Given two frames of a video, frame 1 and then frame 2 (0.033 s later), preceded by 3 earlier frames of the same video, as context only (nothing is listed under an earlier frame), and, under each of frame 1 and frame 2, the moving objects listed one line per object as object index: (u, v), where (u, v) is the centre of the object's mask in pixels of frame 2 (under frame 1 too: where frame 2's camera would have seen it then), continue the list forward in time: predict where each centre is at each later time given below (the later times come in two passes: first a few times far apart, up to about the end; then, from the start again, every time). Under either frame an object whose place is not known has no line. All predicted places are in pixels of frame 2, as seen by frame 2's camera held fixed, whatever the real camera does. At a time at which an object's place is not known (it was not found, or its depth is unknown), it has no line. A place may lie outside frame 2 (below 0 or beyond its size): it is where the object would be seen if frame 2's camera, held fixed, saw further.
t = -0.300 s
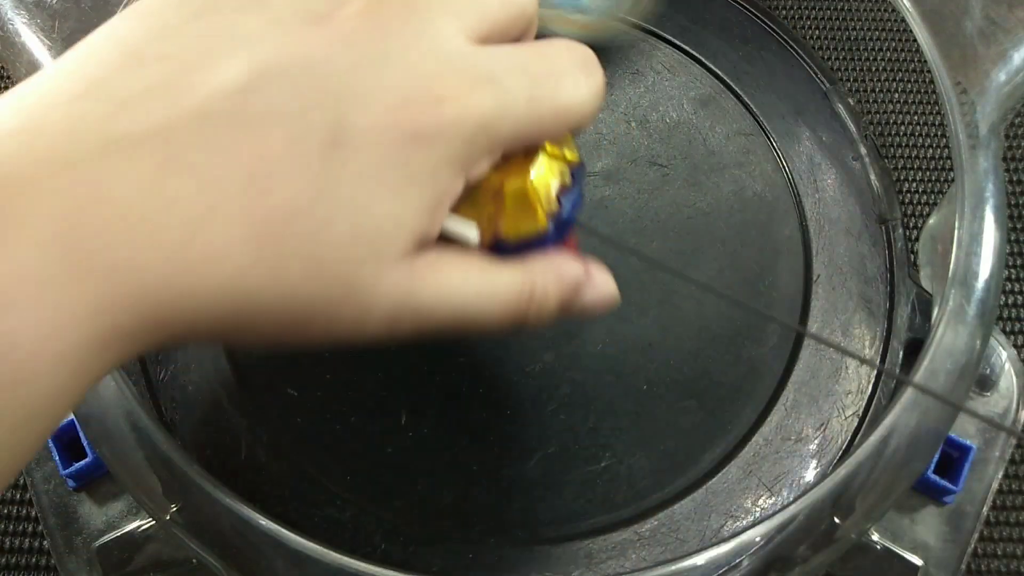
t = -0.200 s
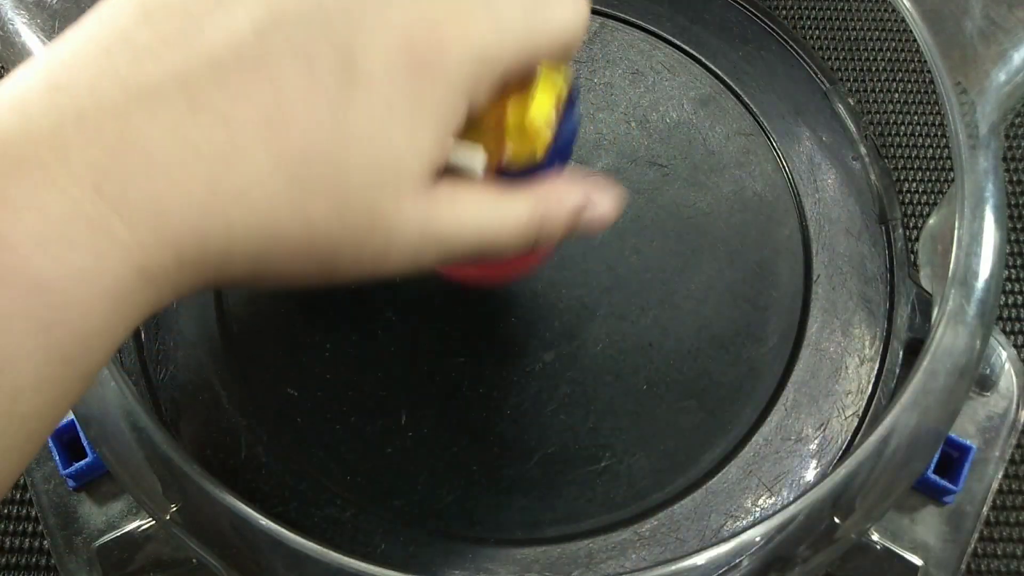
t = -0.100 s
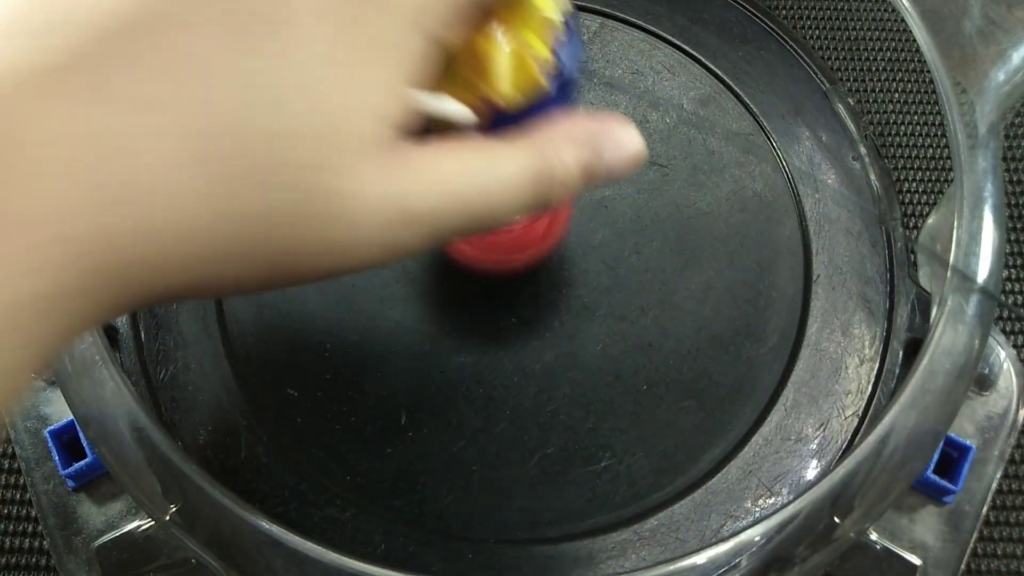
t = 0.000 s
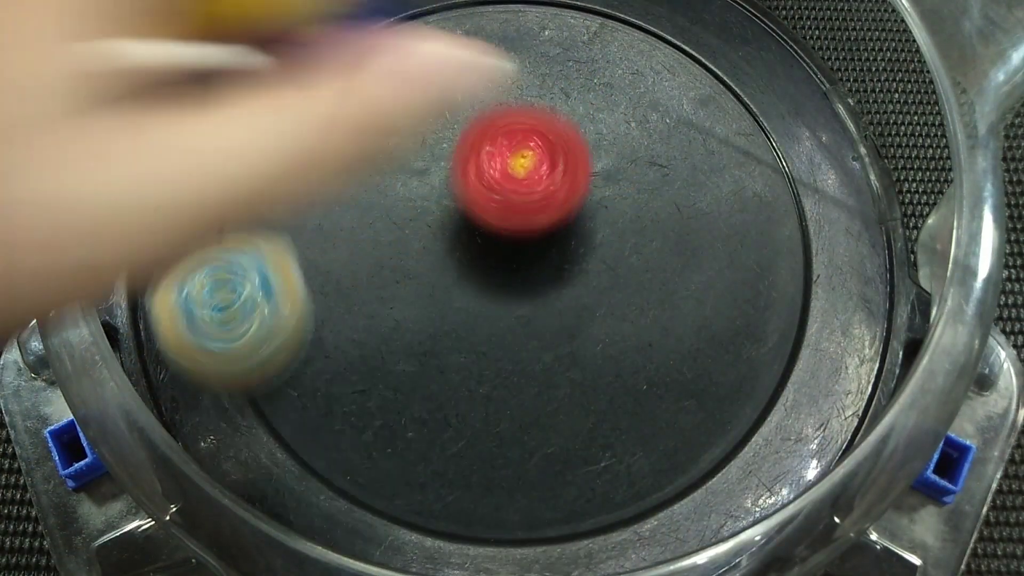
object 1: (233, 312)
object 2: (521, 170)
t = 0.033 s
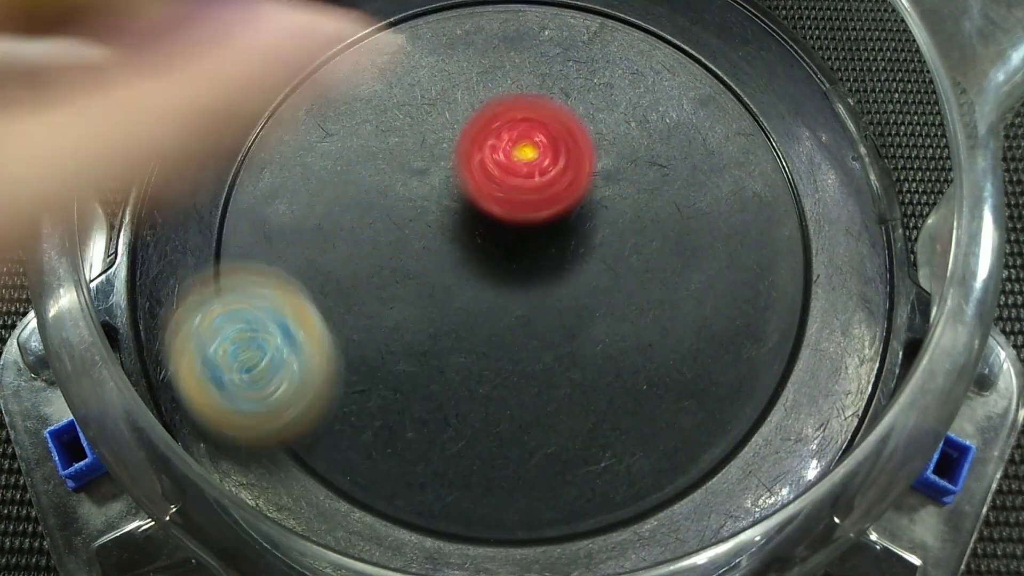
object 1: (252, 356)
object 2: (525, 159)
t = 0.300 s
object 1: (621, 464)
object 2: (525, 177)
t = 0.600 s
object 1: (797, 156)
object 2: (480, 235)
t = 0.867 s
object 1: (386, 21)
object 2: (530, 225)
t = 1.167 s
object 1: (374, 486)
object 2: (510, 216)
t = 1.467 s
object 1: (804, 202)
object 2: (518, 228)
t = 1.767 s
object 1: (544, 74)
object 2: (521, 220)
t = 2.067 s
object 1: (317, 203)
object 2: (505, 227)
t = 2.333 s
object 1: (380, 399)
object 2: (518, 237)
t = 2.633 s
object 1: (620, 315)
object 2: (496, 176)
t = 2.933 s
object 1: (577, 139)
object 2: (440, 200)
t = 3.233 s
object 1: (542, 47)
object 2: (363, 397)
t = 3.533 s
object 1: (508, 161)
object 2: (608, 302)
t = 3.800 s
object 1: (510, 214)
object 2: (744, 189)
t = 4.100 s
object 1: (541, 264)
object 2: (545, 100)
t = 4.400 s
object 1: (543, 306)
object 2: (376, 278)
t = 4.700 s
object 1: (626, 291)
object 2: (302, 317)
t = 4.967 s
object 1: (535, 208)
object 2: (377, 243)
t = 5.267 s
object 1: (706, 177)
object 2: (247, 156)
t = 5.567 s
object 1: (650, 209)
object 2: (481, 215)
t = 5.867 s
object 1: (666, 323)
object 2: (534, 162)
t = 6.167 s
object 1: (571, 336)
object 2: (488, 152)
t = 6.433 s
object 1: (442, 348)
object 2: (521, 176)
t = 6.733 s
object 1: (447, 272)
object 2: (563, 215)
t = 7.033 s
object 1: (408, 202)
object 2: (680, 234)
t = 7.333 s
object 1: (524, 161)
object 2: (577, 292)
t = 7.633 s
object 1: (607, 165)
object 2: (450, 287)
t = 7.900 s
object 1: (590, 249)
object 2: (440, 181)
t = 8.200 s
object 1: (491, 350)
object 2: (556, 168)
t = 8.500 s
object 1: (433, 287)
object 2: (562, 277)
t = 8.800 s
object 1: (356, 179)
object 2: (488, 301)
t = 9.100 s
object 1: (390, 190)
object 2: (524, 210)
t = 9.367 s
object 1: (401, 184)
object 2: (582, 197)
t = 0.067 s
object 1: (285, 403)
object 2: (529, 156)
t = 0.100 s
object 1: (330, 438)
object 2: (533, 150)
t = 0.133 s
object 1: (380, 459)
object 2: (536, 152)
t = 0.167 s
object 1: (430, 472)
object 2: (537, 151)
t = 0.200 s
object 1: (479, 479)
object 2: (537, 156)
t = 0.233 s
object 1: (530, 480)
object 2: (535, 167)
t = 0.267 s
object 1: (576, 474)
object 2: (531, 173)
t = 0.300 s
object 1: (621, 464)
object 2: (525, 177)
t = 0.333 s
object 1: (666, 449)
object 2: (517, 186)
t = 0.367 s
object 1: (707, 430)
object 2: (509, 194)
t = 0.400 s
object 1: (744, 405)
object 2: (501, 201)
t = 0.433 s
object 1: (776, 376)
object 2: (494, 207)
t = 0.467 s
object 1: (797, 341)
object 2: (487, 214)
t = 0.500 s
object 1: (810, 299)
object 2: (483, 221)
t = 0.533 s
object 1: (816, 255)
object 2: (480, 227)
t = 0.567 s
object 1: (813, 205)
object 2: (479, 231)
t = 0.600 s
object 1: (797, 156)
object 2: (480, 235)
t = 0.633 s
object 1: (774, 110)
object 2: (484, 239)
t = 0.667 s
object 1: (741, 68)
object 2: (490, 243)
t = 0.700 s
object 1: (699, 44)
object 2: (497, 245)
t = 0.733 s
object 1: (652, 28)
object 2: (507, 244)
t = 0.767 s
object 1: (589, 17)
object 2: (516, 242)
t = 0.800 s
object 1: (523, 13)
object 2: (524, 237)
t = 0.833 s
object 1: (453, 13)
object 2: (528, 231)
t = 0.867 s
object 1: (386, 21)
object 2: (530, 225)
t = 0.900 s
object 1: (330, 35)
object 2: (531, 221)
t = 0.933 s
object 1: (283, 56)
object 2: (529, 218)
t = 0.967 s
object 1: (242, 99)
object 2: (525, 215)
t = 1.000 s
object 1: (210, 162)
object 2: (521, 213)
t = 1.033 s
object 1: (197, 233)
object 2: (519, 211)
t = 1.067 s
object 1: (204, 313)
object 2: (517, 212)
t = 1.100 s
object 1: (238, 383)
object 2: (515, 214)
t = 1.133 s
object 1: (298, 445)
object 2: (512, 216)
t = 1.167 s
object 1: (374, 486)
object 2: (510, 216)
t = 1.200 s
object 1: (462, 507)
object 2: (510, 217)
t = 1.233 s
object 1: (552, 507)
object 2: (511, 218)
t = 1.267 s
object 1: (630, 490)
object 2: (512, 220)
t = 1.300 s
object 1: (698, 452)
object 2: (513, 223)
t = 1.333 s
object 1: (751, 402)
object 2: (513, 226)
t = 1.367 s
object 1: (785, 349)
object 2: (514, 228)
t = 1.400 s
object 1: (805, 294)
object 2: (516, 229)
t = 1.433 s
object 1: (809, 249)
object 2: (518, 229)
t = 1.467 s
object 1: (804, 202)
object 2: (518, 228)
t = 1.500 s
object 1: (786, 163)
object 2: (518, 227)
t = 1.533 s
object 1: (762, 134)
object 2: (518, 225)
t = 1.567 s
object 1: (732, 112)
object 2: (520, 223)
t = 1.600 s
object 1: (705, 97)
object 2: (522, 222)
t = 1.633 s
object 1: (672, 85)
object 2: (522, 223)
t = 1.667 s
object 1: (640, 78)
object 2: (521, 222)
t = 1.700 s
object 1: (608, 75)
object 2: (520, 221)
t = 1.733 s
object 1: (575, 72)
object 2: (520, 219)
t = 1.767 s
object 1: (544, 74)
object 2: (521, 220)
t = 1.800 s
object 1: (513, 77)
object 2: (520, 221)
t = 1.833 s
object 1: (484, 84)
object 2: (516, 221)
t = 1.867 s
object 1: (456, 95)
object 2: (515, 220)
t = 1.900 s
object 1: (426, 107)
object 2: (516, 219)
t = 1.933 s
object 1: (398, 123)
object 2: (516, 218)
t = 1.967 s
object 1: (372, 141)
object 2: (515, 220)
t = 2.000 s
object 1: (350, 160)
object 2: (513, 224)
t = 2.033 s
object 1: (332, 180)
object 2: (509, 226)
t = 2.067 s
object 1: (317, 203)
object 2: (505, 227)
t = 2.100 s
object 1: (306, 229)
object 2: (504, 229)
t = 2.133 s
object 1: (297, 258)
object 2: (506, 231)
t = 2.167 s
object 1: (296, 287)
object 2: (510, 234)
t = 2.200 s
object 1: (299, 314)
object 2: (513, 238)
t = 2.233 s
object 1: (310, 340)
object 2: (514, 241)
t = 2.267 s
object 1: (327, 362)
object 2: (516, 240)
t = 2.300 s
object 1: (352, 384)
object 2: (516, 239)
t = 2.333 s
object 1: (380, 399)
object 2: (518, 237)
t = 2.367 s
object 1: (411, 408)
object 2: (518, 232)
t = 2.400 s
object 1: (443, 408)
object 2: (516, 225)
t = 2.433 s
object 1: (472, 404)
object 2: (519, 218)
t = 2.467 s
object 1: (502, 393)
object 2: (520, 212)
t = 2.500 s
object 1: (530, 377)
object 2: (521, 209)
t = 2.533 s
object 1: (556, 356)
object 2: (521, 208)
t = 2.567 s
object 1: (578, 336)
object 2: (517, 205)
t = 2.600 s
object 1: (600, 328)
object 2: (507, 190)
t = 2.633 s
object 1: (620, 315)
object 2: (496, 176)
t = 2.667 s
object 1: (632, 298)
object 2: (481, 164)
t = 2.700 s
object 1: (639, 276)
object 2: (468, 156)
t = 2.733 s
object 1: (640, 254)
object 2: (455, 153)
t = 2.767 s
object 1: (638, 231)
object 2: (445, 155)
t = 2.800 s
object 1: (632, 210)
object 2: (436, 162)
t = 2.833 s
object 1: (624, 189)
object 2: (432, 171)
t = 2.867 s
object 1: (612, 170)
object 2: (432, 181)
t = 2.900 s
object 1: (596, 153)
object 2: (434, 192)
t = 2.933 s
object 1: (577, 139)
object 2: (440, 200)
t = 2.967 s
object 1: (558, 130)
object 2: (448, 208)
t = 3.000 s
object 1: (552, 117)
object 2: (439, 224)
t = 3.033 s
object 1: (568, 92)
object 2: (408, 256)
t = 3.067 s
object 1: (579, 70)
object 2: (387, 286)
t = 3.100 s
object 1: (582, 56)
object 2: (367, 318)
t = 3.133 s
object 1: (579, 48)
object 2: (356, 342)
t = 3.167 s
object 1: (569, 46)
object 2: (351, 366)
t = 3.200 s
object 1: (556, 45)
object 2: (352, 381)
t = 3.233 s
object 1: (542, 47)
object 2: (363, 397)
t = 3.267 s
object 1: (528, 49)
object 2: (381, 408)
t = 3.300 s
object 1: (519, 52)
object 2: (407, 413)
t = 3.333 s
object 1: (511, 58)
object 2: (439, 414)
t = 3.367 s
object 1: (507, 67)
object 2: (476, 405)
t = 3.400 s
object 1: (503, 81)
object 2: (512, 393)
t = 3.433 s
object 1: (502, 99)
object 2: (542, 377)
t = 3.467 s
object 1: (503, 118)
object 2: (569, 353)
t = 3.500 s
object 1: (505, 138)
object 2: (592, 330)
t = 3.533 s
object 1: (508, 161)
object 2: (608, 302)
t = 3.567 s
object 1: (512, 178)
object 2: (625, 271)
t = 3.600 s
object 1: (514, 194)
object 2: (639, 246)
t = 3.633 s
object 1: (508, 195)
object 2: (665, 225)
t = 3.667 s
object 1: (501, 196)
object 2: (693, 214)
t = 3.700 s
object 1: (498, 199)
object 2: (717, 215)
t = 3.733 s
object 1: (499, 201)
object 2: (731, 213)
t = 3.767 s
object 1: (504, 207)
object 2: (741, 199)
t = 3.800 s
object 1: (510, 214)
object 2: (744, 189)
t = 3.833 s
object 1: (516, 222)
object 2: (741, 176)
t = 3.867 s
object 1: (520, 229)
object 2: (731, 161)
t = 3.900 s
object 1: (525, 236)
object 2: (714, 144)
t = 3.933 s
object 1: (528, 242)
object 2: (692, 125)
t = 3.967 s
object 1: (531, 247)
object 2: (665, 110)
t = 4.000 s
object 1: (534, 252)
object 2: (634, 100)
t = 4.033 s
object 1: (537, 256)
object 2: (603, 95)
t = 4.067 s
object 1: (540, 261)
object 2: (573, 96)
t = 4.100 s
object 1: (541, 264)
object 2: (545, 100)
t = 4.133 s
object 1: (543, 268)
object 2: (516, 112)
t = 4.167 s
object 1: (543, 271)
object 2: (487, 129)
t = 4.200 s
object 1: (542, 275)
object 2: (460, 152)
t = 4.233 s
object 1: (540, 278)
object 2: (440, 179)
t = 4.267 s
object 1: (541, 283)
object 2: (423, 203)
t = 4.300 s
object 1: (543, 290)
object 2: (403, 222)
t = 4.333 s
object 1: (543, 296)
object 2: (390, 239)
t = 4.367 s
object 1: (543, 301)
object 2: (381, 259)
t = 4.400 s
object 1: (543, 306)
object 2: (376, 278)
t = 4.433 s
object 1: (543, 309)
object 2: (379, 296)
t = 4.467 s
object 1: (542, 311)
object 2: (387, 311)
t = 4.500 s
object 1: (556, 315)
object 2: (384, 315)
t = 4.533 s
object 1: (581, 320)
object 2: (363, 317)
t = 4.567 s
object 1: (597, 321)
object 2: (344, 317)
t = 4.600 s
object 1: (610, 317)
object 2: (327, 317)
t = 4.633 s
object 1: (618, 311)
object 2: (313, 317)
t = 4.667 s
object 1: (624, 301)
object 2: (306, 317)
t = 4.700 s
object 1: (626, 291)
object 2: (302, 317)
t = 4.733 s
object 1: (624, 279)
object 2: (301, 316)
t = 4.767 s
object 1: (619, 266)
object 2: (303, 313)
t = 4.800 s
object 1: (611, 253)
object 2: (310, 308)
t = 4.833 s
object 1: (600, 241)
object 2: (319, 300)
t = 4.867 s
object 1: (586, 230)
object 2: (331, 290)
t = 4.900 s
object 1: (570, 222)
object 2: (345, 276)
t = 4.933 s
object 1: (553, 214)
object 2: (361, 260)
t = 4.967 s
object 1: (535, 208)
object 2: (377, 243)
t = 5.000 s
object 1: (541, 205)
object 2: (372, 223)
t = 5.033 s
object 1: (589, 202)
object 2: (319, 201)
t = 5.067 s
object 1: (635, 197)
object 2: (272, 180)
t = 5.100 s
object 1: (671, 192)
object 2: (239, 167)
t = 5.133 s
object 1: (696, 188)
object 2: (227, 160)
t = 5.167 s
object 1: (711, 184)
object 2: (227, 157)
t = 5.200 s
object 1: (717, 182)
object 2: (228, 155)
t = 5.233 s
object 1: (714, 180)
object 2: (234, 153)
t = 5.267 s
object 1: (706, 177)
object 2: (247, 156)
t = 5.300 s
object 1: (695, 172)
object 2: (267, 163)
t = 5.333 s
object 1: (682, 168)
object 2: (292, 171)
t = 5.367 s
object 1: (670, 166)
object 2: (323, 182)
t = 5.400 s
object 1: (658, 167)
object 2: (353, 193)
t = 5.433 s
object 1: (647, 172)
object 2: (386, 202)
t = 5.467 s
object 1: (636, 180)
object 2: (421, 210)
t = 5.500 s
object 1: (627, 189)
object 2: (457, 214)
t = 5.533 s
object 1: (629, 199)
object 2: (483, 215)
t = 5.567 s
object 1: (650, 209)
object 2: (481, 215)
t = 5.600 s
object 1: (663, 220)
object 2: (478, 213)
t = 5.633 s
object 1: (667, 231)
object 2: (480, 211)
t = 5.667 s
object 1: (668, 242)
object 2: (487, 210)
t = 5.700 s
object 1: (667, 252)
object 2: (501, 209)
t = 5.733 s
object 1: (663, 261)
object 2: (520, 208)
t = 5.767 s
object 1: (663, 277)
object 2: (534, 201)
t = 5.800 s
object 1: (669, 296)
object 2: (536, 188)
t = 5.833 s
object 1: (669, 312)
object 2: (536, 175)
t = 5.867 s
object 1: (666, 323)
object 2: (534, 162)
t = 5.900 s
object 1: (661, 333)
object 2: (531, 151)
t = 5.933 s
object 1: (654, 339)
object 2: (525, 143)
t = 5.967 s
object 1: (646, 343)
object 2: (521, 138)
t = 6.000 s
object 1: (635, 345)
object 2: (514, 134)
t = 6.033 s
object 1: (624, 346)
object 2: (508, 133)
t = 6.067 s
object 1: (612, 346)
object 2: (500, 135)
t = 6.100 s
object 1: (598, 344)
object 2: (494, 139)
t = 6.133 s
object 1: (585, 340)
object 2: (490, 145)
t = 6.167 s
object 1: (571, 336)
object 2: (488, 152)
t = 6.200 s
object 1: (557, 330)
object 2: (485, 161)
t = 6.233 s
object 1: (542, 324)
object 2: (484, 173)
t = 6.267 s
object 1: (529, 315)
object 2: (485, 188)
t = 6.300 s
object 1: (512, 320)
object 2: (489, 190)
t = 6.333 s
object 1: (491, 336)
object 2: (498, 180)
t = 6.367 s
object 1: (473, 346)
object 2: (507, 176)
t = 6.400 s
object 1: (456, 348)
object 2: (513, 175)
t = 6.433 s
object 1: (442, 348)
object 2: (521, 176)
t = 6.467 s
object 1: (433, 343)
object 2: (528, 178)
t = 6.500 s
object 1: (427, 336)
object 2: (533, 180)
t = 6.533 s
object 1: (424, 327)
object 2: (539, 184)
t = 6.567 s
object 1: (423, 318)
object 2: (545, 188)
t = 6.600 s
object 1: (425, 307)
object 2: (548, 192)
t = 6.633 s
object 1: (431, 297)
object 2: (553, 197)
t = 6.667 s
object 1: (438, 288)
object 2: (558, 202)
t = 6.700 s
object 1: (444, 280)
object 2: (560, 207)
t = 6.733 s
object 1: (447, 272)
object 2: (563, 215)
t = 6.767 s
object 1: (435, 263)
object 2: (586, 220)
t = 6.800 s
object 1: (408, 250)
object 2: (622, 228)
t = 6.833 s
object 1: (396, 237)
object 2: (648, 233)
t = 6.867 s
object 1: (383, 228)
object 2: (662, 238)
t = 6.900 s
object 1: (380, 220)
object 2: (671, 237)
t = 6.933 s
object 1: (383, 212)
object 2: (679, 237)
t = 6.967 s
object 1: (387, 209)
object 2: (684, 236)
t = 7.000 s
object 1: (398, 206)
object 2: (682, 234)
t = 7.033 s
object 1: (408, 202)
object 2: (680, 234)
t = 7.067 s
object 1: (423, 204)
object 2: (670, 230)
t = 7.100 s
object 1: (438, 205)
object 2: (660, 230)
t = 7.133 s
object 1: (453, 204)
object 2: (642, 229)
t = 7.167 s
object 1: (469, 207)
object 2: (621, 231)
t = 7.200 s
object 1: (480, 206)
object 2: (605, 245)
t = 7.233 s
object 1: (487, 193)
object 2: (598, 260)
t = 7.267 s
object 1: (497, 182)
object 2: (594, 271)
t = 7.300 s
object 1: (509, 171)
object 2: (586, 284)
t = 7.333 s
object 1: (524, 161)
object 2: (577, 292)
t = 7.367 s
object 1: (539, 154)
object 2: (569, 299)
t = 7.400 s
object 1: (554, 152)
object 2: (557, 306)
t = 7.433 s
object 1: (567, 150)
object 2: (543, 310)
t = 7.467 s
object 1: (578, 150)
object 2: (524, 313)
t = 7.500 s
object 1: (588, 151)
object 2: (505, 312)
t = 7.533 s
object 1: (595, 154)
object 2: (488, 310)
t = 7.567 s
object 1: (601, 156)
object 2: (474, 304)
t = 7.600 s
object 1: (605, 161)
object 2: (461, 297)
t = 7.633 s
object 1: (607, 165)
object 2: (450, 287)
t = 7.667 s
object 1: (609, 172)
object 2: (439, 276)
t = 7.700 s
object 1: (610, 178)
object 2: (431, 262)
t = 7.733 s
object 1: (610, 185)
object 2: (426, 247)
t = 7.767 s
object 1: (609, 194)
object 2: (423, 233)
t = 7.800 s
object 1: (607, 206)
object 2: (424, 219)
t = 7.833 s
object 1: (603, 220)
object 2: (427, 206)
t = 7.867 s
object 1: (596, 234)
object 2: (433, 193)
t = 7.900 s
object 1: (590, 249)
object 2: (440, 181)
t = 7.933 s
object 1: (580, 265)
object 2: (451, 171)
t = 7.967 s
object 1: (569, 282)
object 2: (462, 163)
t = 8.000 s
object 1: (557, 296)
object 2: (476, 157)
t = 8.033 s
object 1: (548, 309)
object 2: (489, 153)
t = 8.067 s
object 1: (535, 322)
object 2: (504, 151)
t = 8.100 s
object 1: (522, 333)
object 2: (518, 152)
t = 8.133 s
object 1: (511, 341)
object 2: (531, 155)
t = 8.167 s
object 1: (501, 348)
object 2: (545, 161)
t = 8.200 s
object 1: (491, 350)
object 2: (556, 168)
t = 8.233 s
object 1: (482, 351)
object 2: (566, 178)
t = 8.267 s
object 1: (474, 350)
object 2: (574, 189)
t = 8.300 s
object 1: (468, 345)
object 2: (579, 202)
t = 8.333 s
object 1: (462, 340)
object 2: (581, 214)
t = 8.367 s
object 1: (456, 332)
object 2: (581, 227)
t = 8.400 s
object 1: (452, 325)
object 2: (578, 240)
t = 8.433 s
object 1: (446, 314)
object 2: (573, 252)
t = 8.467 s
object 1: (443, 303)
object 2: (564, 263)
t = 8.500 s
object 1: (433, 287)
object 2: (562, 277)
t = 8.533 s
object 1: (421, 265)
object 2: (565, 291)
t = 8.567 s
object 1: (410, 241)
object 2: (558, 301)
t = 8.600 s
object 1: (398, 223)
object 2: (555, 313)
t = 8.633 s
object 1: (386, 208)
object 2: (549, 317)
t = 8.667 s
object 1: (374, 196)
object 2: (537, 319)
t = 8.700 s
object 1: (363, 187)
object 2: (522, 317)
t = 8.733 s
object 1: (357, 183)
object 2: (508, 313)
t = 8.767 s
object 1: (355, 180)
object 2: (497, 309)
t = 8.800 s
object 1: (356, 179)
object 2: (488, 301)
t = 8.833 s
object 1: (360, 181)
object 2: (481, 291)
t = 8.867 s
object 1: (365, 185)
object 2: (477, 281)
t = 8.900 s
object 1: (370, 189)
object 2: (476, 272)
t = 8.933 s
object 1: (373, 192)
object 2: (479, 262)
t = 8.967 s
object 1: (373, 194)
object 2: (481, 248)
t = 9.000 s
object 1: (374, 196)
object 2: (487, 236)
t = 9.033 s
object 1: (379, 194)
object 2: (499, 229)
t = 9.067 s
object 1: (386, 193)
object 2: (513, 220)
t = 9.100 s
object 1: (390, 190)
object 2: (524, 210)
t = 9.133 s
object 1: (395, 186)
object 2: (534, 203)
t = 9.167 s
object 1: (399, 183)
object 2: (544, 195)
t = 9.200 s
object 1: (401, 180)
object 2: (555, 190)
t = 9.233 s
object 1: (401, 178)
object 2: (563, 190)
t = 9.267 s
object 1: (401, 177)
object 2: (570, 188)
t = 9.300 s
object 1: (401, 179)
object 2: (577, 188)
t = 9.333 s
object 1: (401, 182)
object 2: (581, 191)
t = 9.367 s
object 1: (401, 184)
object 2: (582, 197)
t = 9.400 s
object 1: (401, 187)
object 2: (579, 201)
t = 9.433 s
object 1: (400, 190)
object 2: (574, 206)
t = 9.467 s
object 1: (399, 194)
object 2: (572, 211)
